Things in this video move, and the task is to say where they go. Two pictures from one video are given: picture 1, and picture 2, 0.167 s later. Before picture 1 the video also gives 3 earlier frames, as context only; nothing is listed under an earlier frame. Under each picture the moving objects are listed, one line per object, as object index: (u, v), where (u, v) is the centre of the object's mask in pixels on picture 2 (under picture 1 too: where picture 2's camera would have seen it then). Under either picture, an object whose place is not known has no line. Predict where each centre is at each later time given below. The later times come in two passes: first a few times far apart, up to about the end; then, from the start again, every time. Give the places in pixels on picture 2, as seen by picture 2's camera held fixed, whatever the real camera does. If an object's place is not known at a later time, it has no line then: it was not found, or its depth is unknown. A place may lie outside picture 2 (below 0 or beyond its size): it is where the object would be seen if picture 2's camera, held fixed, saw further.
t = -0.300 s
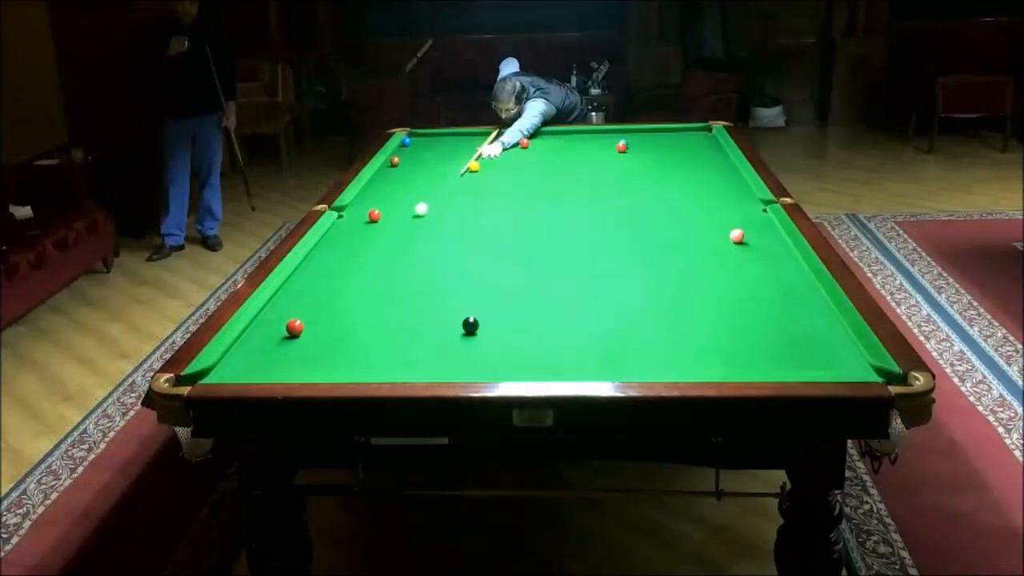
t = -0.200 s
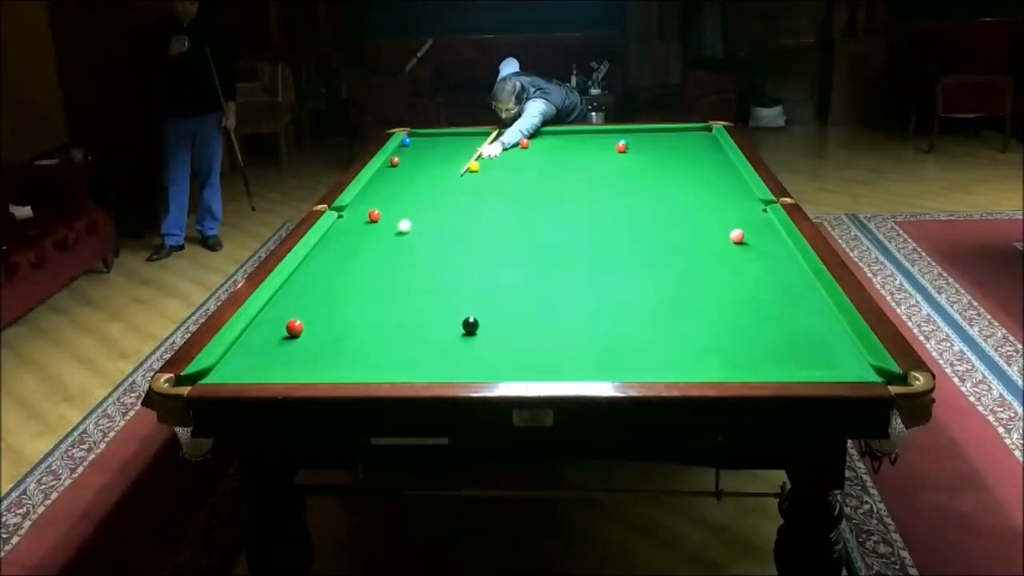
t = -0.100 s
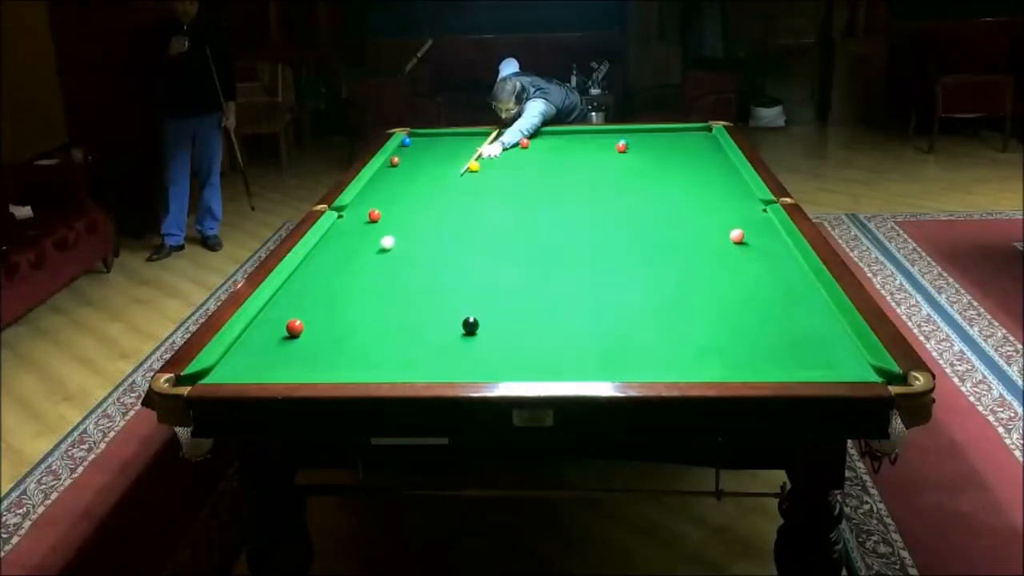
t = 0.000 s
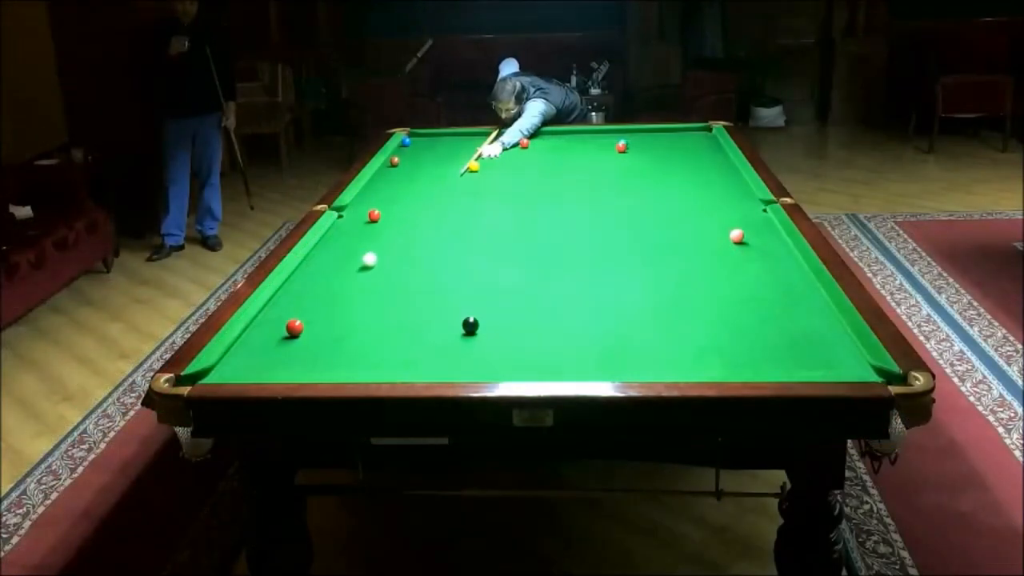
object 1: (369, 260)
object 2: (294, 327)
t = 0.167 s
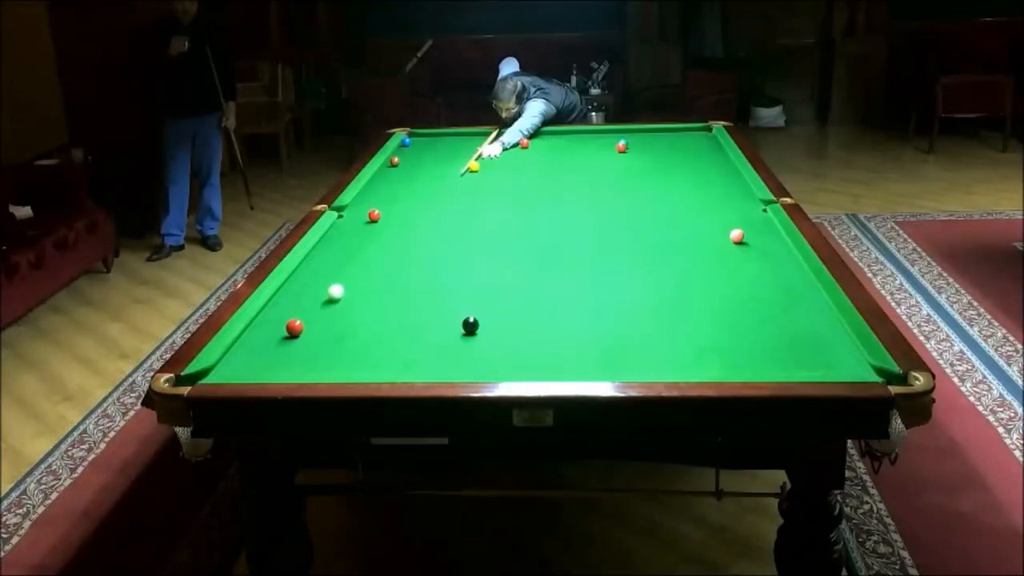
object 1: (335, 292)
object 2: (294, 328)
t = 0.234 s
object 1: (320, 306)
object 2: (294, 327)
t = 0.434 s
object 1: (314, 327)
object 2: (245, 359)
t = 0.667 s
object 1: (318, 345)
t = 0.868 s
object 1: (319, 362)
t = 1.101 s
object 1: (323, 366)
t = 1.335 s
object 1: (328, 357)
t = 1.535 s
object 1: (331, 349)
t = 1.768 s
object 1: (335, 340)
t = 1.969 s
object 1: (337, 333)
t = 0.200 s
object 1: (328, 299)
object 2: (294, 328)
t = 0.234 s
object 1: (320, 306)
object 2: (294, 327)
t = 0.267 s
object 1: (312, 314)
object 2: (294, 328)
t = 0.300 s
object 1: (306, 321)
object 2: (293, 328)
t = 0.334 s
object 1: (308, 323)
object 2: (281, 336)
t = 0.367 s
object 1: (310, 324)
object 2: (269, 343)
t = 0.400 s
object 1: (312, 325)
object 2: (258, 351)
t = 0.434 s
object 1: (314, 327)
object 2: (245, 359)
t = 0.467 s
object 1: (315, 329)
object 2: (234, 365)
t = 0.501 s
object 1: (316, 331)
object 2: (222, 370)
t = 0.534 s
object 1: (316, 334)
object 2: (210, 373)
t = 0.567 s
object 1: (317, 337)
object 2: (199, 376)
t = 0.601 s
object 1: (317, 339)
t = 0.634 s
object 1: (317, 342)
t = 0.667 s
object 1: (318, 345)
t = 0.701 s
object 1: (318, 348)
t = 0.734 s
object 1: (318, 351)
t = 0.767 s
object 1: (318, 353)
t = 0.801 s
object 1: (319, 356)
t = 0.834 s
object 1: (319, 359)
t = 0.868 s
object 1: (319, 362)
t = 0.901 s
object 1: (320, 364)
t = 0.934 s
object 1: (320, 366)
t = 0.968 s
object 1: (321, 368)
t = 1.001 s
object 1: (321, 369)
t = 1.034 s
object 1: (322, 368)
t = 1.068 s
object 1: (323, 367)
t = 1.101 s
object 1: (323, 366)
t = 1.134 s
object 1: (324, 365)
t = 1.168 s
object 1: (325, 364)
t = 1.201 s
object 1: (325, 363)
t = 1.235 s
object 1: (326, 362)
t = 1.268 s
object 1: (326, 360)
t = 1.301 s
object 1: (327, 359)
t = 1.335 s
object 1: (328, 357)
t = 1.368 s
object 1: (328, 356)
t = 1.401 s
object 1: (329, 354)
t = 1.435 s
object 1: (329, 353)
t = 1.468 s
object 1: (330, 352)
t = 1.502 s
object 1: (331, 350)
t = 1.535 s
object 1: (331, 349)
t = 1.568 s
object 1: (332, 348)
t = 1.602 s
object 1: (332, 346)
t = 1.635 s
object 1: (333, 345)
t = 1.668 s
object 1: (333, 344)
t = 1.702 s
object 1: (334, 343)
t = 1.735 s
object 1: (334, 342)
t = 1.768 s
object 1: (335, 340)
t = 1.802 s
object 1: (335, 339)
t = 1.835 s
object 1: (336, 338)
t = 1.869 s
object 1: (336, 337)
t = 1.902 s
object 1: (336, 336)
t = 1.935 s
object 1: (337, 335)
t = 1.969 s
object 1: (337, 333)
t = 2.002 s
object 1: (338, 333)
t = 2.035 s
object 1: (338, 332)
